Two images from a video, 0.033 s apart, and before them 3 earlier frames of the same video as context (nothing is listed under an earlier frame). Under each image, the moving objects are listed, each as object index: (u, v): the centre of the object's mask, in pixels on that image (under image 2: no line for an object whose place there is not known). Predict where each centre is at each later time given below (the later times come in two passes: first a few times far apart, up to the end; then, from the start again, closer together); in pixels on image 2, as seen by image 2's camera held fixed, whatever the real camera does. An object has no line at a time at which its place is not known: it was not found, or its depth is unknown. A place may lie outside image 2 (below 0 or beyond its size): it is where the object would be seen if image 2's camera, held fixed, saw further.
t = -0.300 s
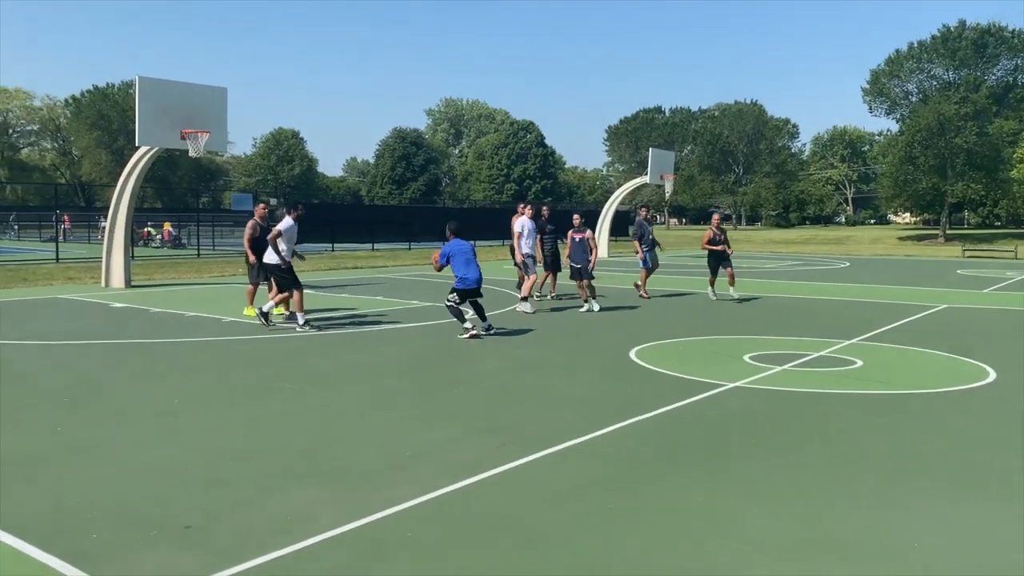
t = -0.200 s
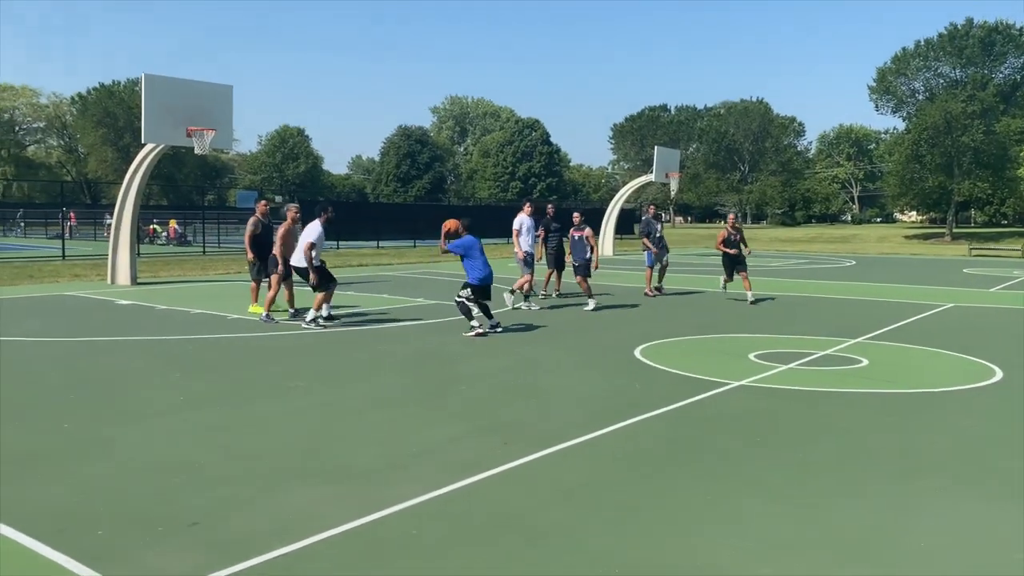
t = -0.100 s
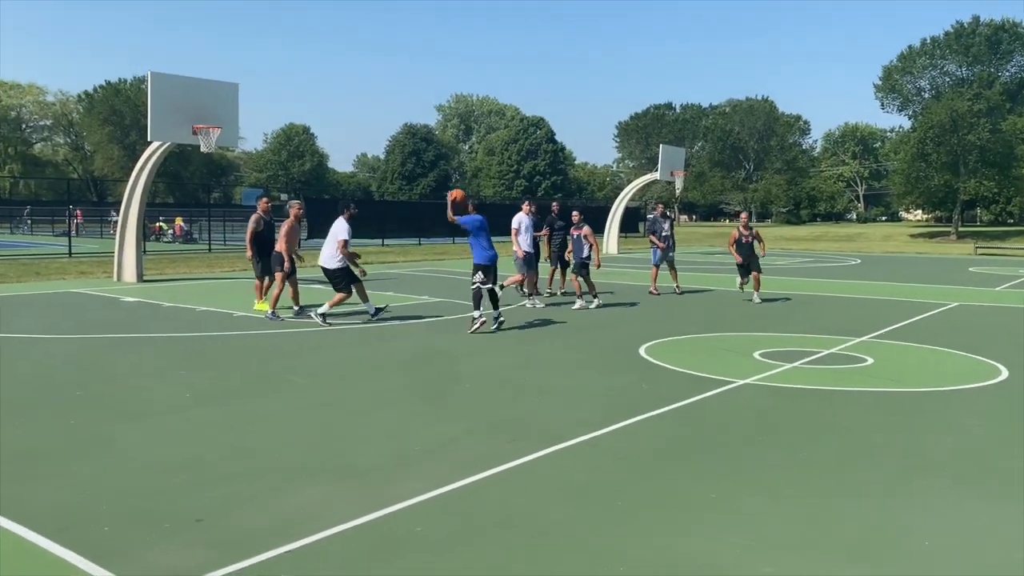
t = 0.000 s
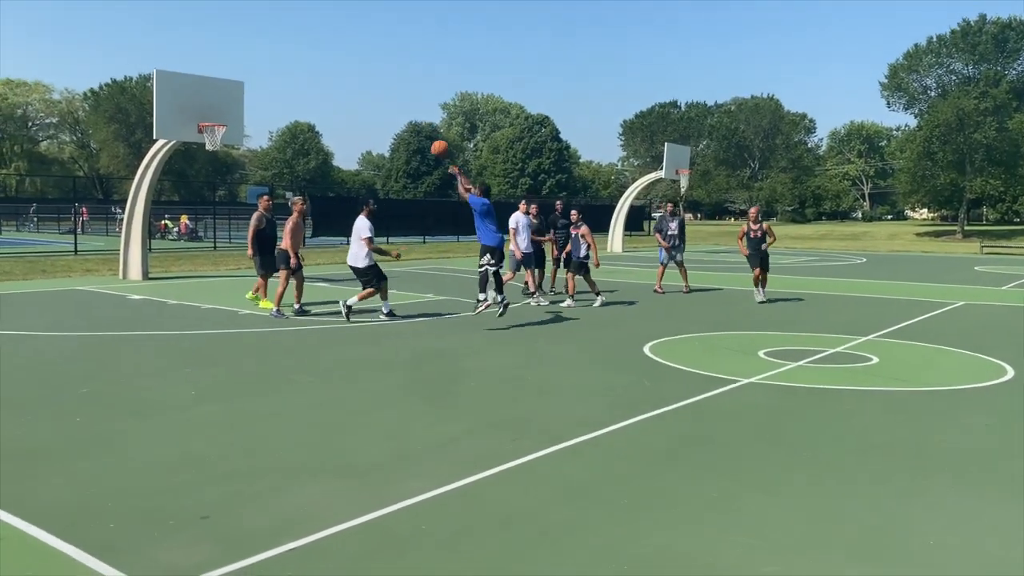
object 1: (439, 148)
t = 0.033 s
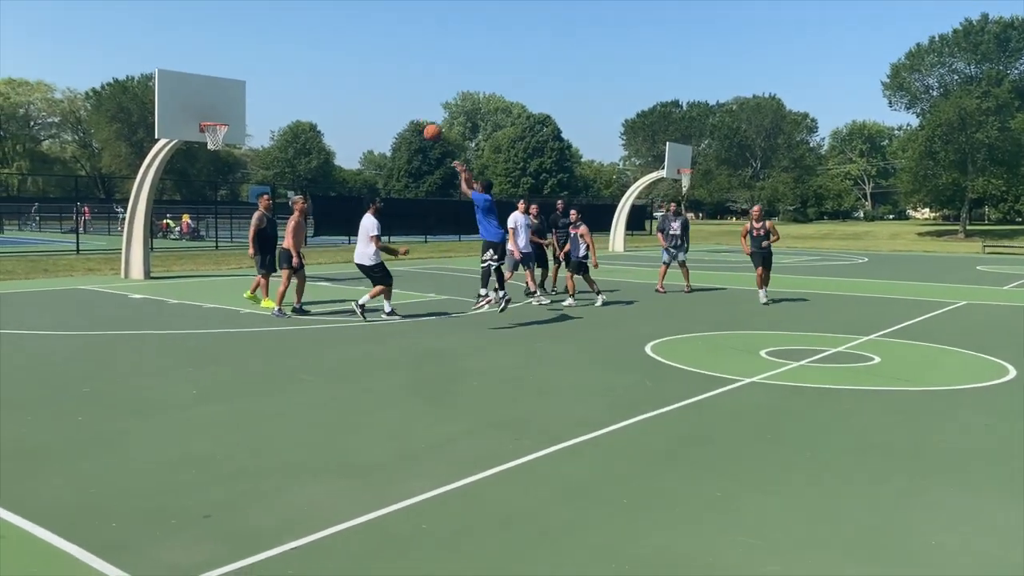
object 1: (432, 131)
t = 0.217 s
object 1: (387, 67)
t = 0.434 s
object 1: (339, 27)
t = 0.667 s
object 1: (294, 22)
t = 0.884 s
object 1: (259, 47)
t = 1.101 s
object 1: (228, 95)
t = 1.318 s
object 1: (213, 134)
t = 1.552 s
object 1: (205, 160)
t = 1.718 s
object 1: (203, 196)
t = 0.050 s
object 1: (427, 124)
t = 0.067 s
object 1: (424, 118)
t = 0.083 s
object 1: (420, 112)
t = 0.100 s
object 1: (415, 105)
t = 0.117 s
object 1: (411, 99)
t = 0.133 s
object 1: (407, 93)
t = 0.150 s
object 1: (403, 88)
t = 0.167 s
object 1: (399, 82)
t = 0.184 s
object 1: (395, 77)
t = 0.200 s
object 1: (391, 72)
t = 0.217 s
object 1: (387, 67)
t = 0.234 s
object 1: (383, 63)
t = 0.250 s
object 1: (379, 59)
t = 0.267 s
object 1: (375, 55)
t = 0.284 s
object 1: (371, 51)
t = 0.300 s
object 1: (368, 47)
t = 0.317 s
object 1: (364, 44)
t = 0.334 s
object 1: (360, 41)
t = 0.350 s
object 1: (357, 38)
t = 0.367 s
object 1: (353, 36)
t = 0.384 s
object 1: (349, 33)
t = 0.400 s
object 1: (346, 31)
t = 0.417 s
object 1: (342, 29)
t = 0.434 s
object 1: (339, 27)
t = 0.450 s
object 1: (335, 26)
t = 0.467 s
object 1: (332, 25)
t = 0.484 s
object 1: (329, 23)
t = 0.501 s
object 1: (326, 22)
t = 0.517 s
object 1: (322, 22)
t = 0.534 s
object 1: (319, 21)
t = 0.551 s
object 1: (316, 21)
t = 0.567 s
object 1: (312, 20)
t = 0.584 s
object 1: (309, 20)
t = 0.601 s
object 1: (306, 20)
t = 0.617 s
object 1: (303, 21)
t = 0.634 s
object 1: (300, 21)
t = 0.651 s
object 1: (297, 22)
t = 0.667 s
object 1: (294, 22)
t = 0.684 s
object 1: (292, 24)
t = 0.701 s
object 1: (289, 25)
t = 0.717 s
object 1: (286, 26)
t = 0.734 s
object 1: (283, 27)
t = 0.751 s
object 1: (280, 29)
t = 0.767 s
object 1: (277, 31)
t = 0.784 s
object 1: (275, 33)
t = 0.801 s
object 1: (272, 35)
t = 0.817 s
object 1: (269, 37)
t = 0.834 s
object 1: (267, 39)
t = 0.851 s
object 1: (264, 42)
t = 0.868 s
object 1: (262, 44)
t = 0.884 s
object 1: (259, 47)
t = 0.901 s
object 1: (257, 50)
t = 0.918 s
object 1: (254, 53)
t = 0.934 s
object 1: (252, 56)
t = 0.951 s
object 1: (249, 59)
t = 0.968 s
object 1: (247, 63)
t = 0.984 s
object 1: (245, 66)
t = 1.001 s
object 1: (242, 70)
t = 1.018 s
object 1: (240, 74)
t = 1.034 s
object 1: (237, 78)
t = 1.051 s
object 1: (235, 82)
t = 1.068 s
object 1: (233, 86)
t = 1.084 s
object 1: (230, 90)
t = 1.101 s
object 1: (228, 95)
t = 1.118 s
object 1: (225, 99)
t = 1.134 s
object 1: (223, 103)
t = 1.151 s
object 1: (221, 108)
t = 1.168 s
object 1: (219, 113)
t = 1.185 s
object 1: (217, 117)
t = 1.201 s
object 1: (215, 120)
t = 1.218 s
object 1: (213, 124)
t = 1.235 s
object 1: (211, 128)
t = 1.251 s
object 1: (212, 128)
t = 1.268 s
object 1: (212, 130)
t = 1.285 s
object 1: (209, 129)
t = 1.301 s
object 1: (213, 126)
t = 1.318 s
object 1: (213, 134)
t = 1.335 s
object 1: (208, 136)
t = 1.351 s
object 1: (209, 138)
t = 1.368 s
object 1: (209, 138)
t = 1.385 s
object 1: (209, 140)
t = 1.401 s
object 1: (209, 142)
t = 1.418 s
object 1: (207, 144)
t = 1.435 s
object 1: (207, 144)
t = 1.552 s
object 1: (205, 160)
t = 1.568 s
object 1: (205, 163)
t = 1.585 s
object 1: (205, 166)
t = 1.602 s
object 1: (204, 169)
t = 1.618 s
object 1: (204, 173)
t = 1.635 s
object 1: (204, 176)
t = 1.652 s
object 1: (204, 179)
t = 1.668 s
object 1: (203, 184)
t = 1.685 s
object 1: (203, 188)
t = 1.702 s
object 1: (203, 192)
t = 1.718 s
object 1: (203, 196)
